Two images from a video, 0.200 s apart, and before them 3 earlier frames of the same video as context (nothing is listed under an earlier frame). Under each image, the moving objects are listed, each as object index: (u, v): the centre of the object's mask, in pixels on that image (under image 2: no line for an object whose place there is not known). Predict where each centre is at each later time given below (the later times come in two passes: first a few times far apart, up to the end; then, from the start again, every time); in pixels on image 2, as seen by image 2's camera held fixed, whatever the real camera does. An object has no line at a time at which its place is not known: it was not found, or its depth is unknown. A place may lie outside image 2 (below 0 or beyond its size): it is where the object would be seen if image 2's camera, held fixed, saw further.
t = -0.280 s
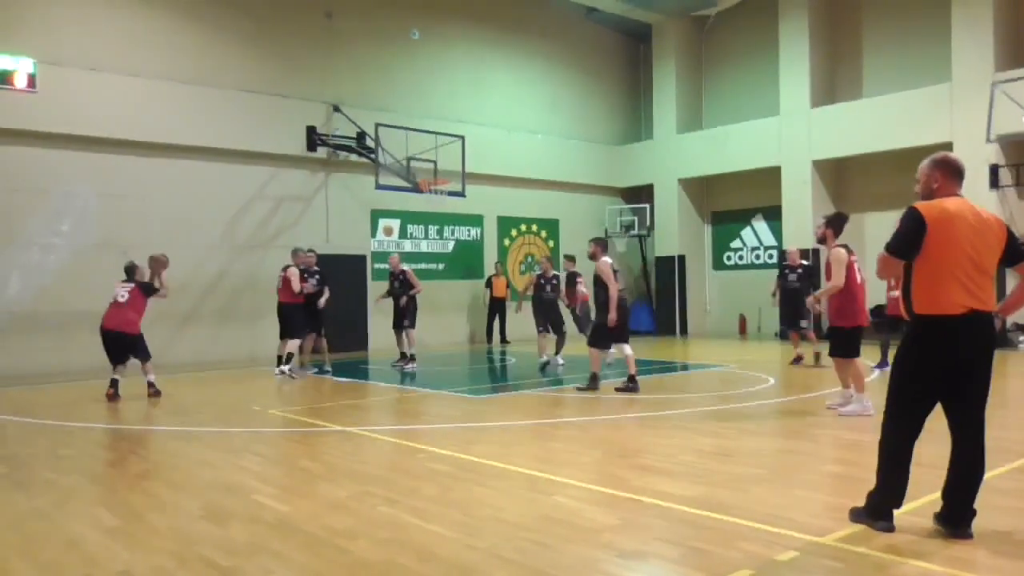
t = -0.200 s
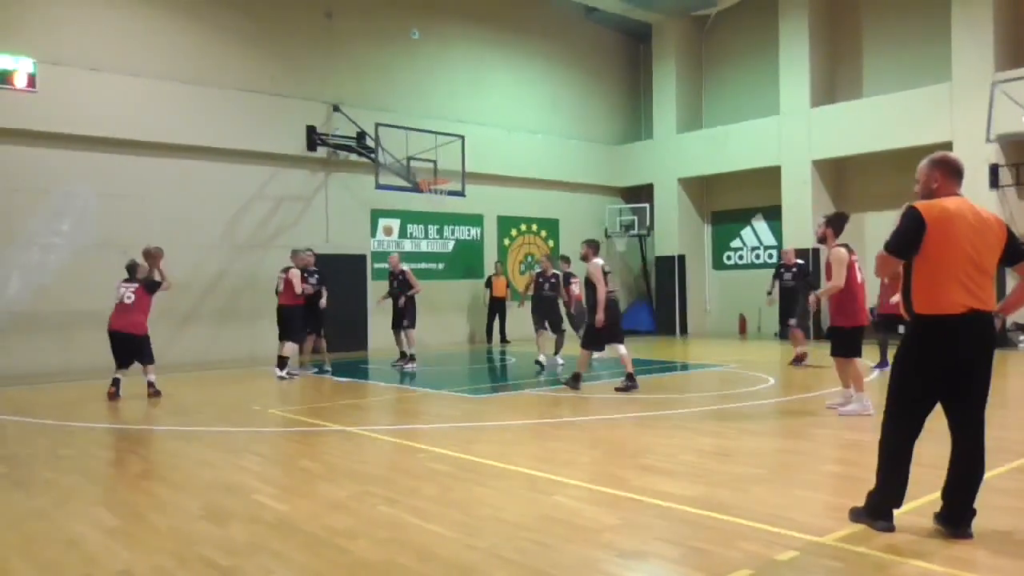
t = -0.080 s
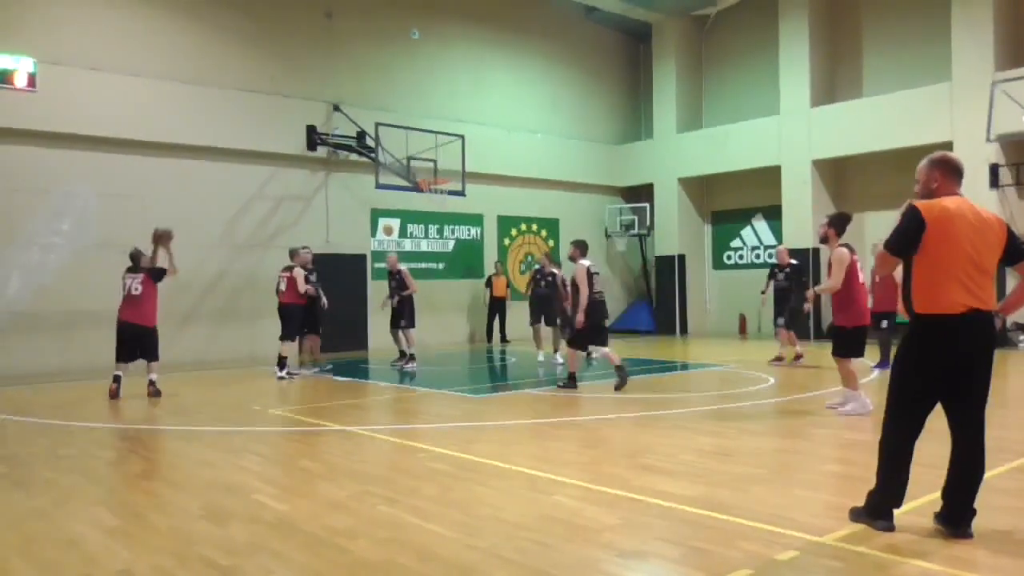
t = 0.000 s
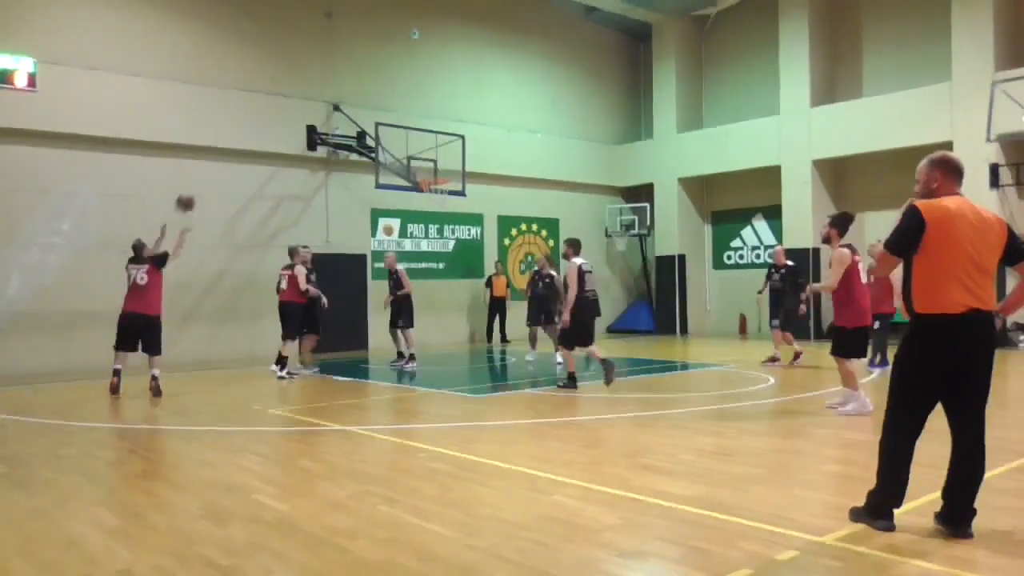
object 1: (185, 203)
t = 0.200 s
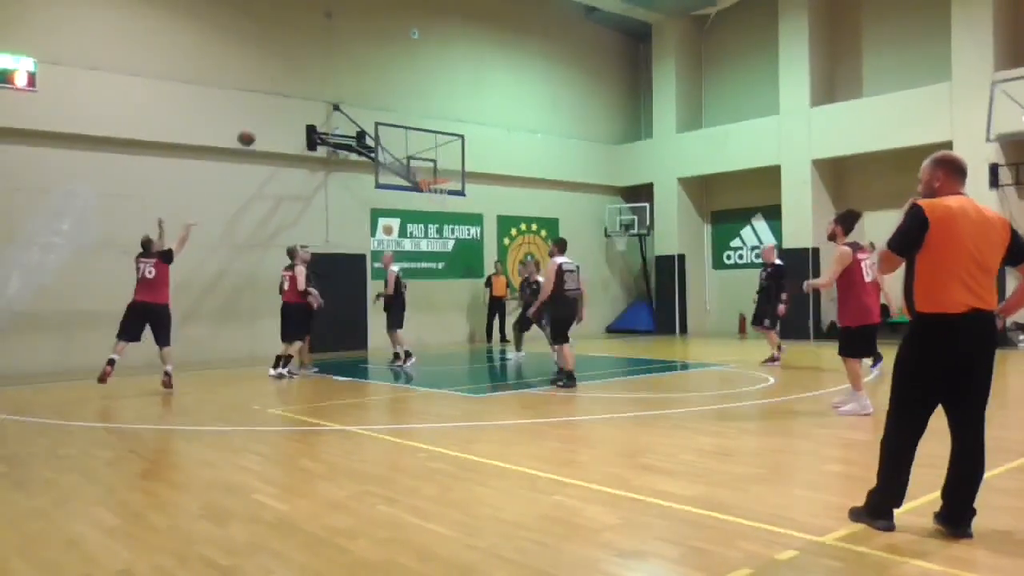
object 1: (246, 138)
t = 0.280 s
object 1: (268, 123)
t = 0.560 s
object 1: (336, 106)
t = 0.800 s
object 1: (387, 131)
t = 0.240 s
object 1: (257, 130)
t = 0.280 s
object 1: (268, 123)
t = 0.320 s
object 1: (278, 117)
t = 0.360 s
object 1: (289, 112)
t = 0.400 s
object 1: (299, 109)
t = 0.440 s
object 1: (308, 107)
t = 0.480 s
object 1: (318, 106)
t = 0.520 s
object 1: (327, 106)
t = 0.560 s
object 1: (336, 106)
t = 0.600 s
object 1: (343, 108)
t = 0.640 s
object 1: (354, 110)
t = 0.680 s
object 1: (363, 114)
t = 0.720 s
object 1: (371, 119)
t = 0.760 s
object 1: (379, 124)
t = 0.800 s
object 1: (387, 131)
